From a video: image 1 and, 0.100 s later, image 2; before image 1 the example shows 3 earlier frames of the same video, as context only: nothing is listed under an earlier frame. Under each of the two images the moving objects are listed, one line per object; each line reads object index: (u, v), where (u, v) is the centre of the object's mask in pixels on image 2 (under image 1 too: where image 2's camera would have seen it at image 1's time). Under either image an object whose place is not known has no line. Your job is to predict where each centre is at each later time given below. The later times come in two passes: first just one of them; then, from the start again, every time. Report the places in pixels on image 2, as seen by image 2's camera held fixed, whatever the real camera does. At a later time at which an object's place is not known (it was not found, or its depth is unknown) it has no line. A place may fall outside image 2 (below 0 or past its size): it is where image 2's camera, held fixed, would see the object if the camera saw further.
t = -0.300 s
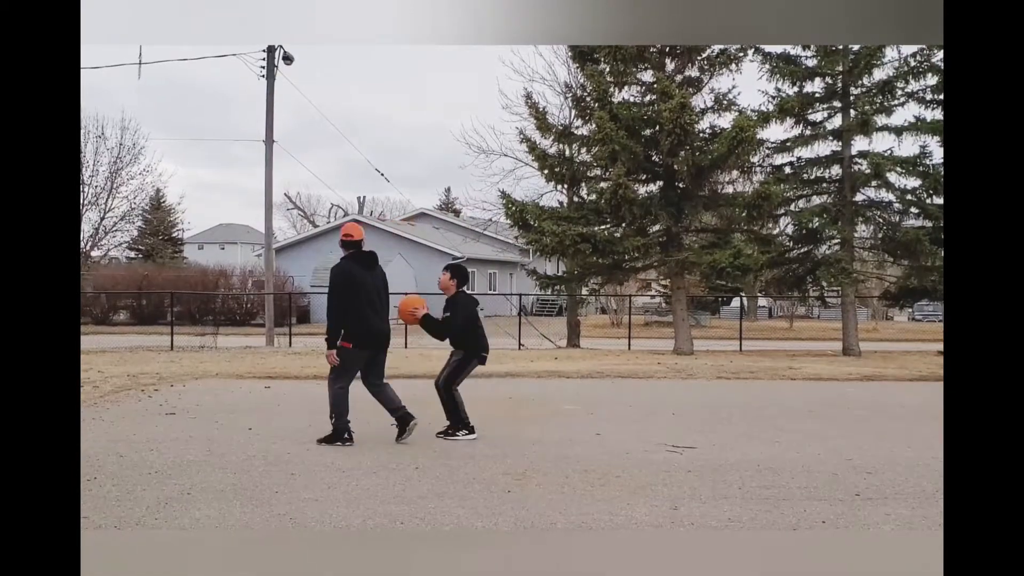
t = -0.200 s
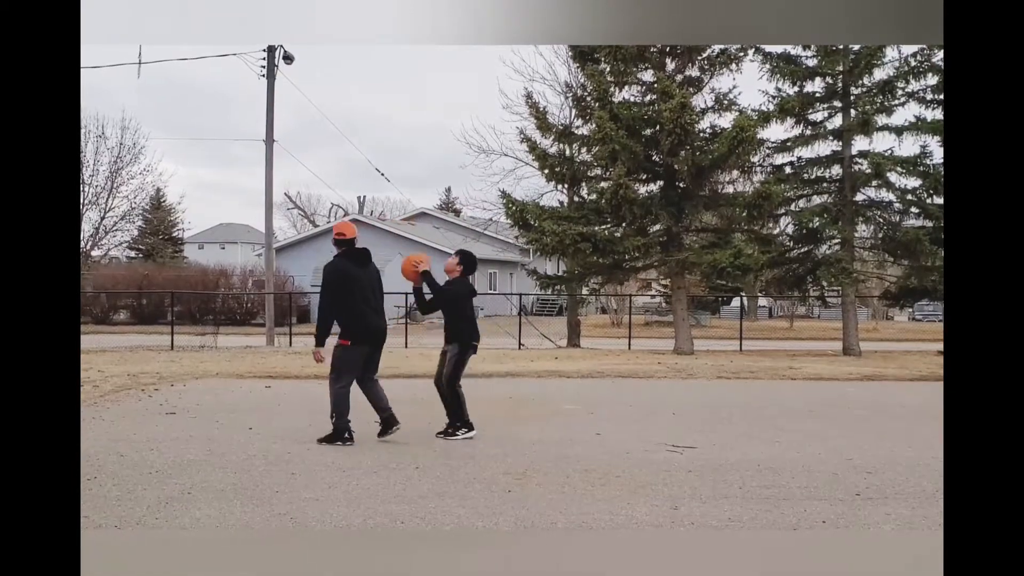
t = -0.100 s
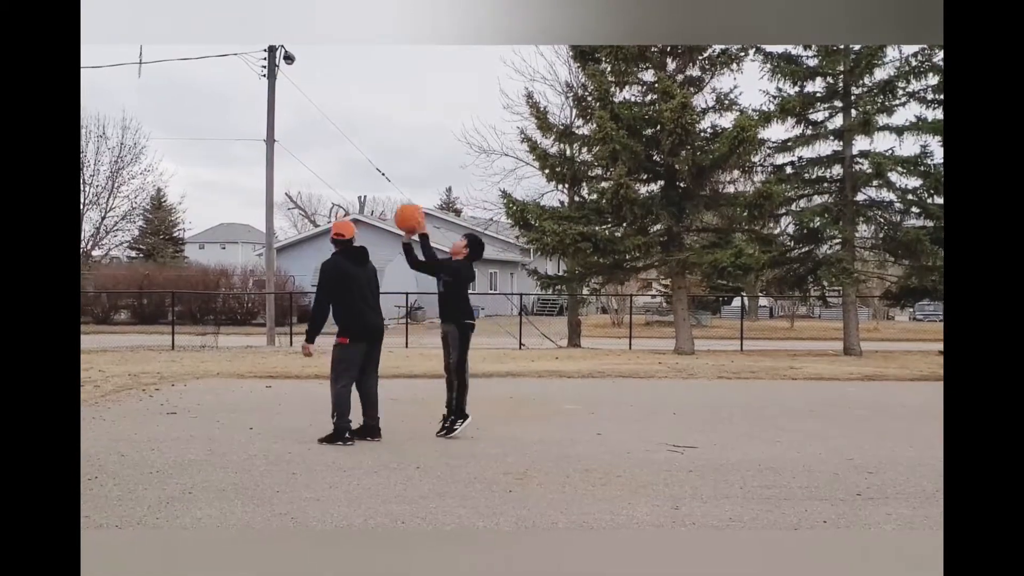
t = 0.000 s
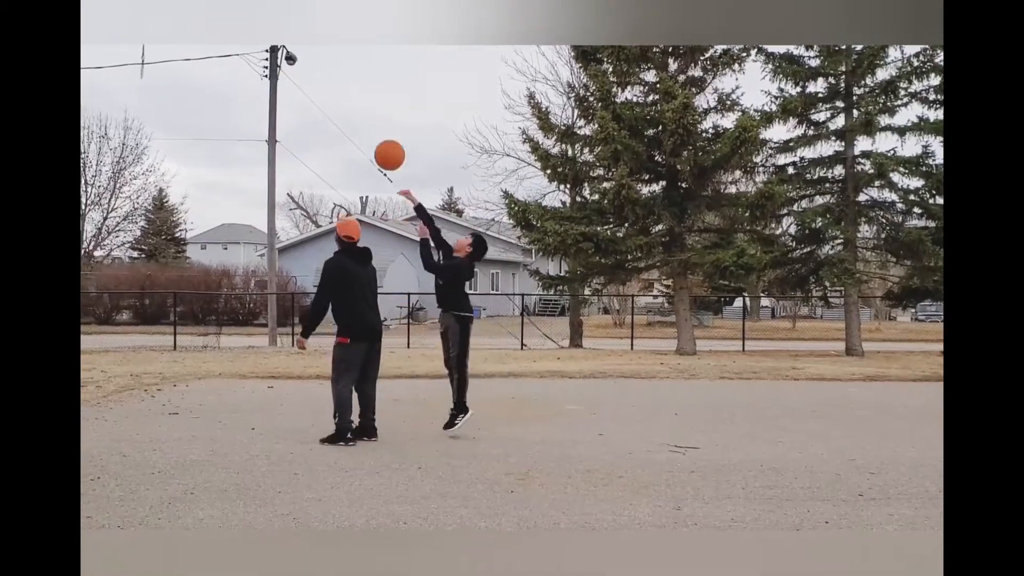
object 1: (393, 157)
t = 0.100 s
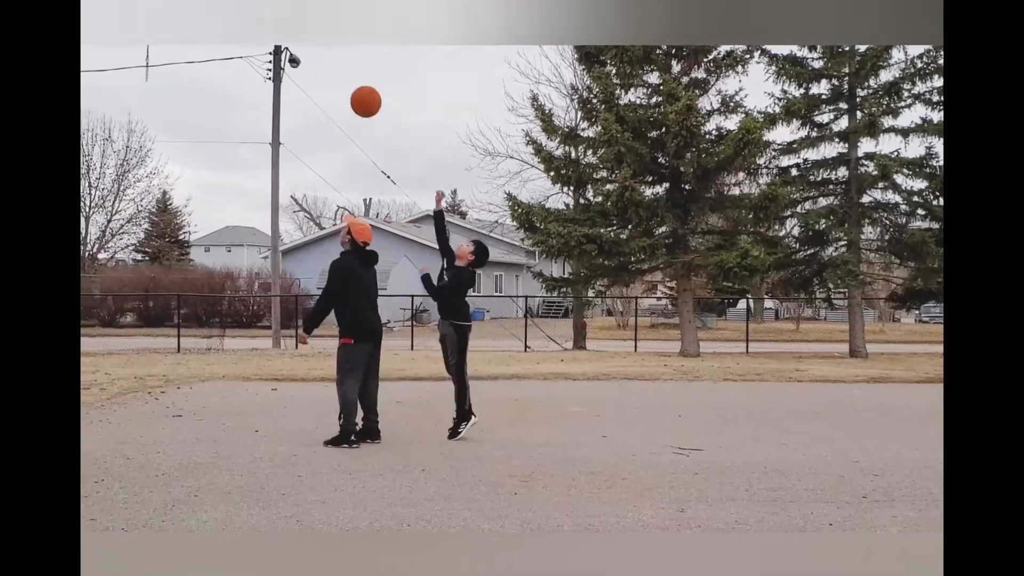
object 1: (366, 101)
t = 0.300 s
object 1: (309, 31)
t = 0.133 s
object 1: (356, 85)
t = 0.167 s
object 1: (347, 71)
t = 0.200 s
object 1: (338, 58)
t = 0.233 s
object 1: (328, 48)
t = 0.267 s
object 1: (319, 40)
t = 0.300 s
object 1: (309, 31)
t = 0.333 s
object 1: (300, 23)
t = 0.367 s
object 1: (290, 16)
